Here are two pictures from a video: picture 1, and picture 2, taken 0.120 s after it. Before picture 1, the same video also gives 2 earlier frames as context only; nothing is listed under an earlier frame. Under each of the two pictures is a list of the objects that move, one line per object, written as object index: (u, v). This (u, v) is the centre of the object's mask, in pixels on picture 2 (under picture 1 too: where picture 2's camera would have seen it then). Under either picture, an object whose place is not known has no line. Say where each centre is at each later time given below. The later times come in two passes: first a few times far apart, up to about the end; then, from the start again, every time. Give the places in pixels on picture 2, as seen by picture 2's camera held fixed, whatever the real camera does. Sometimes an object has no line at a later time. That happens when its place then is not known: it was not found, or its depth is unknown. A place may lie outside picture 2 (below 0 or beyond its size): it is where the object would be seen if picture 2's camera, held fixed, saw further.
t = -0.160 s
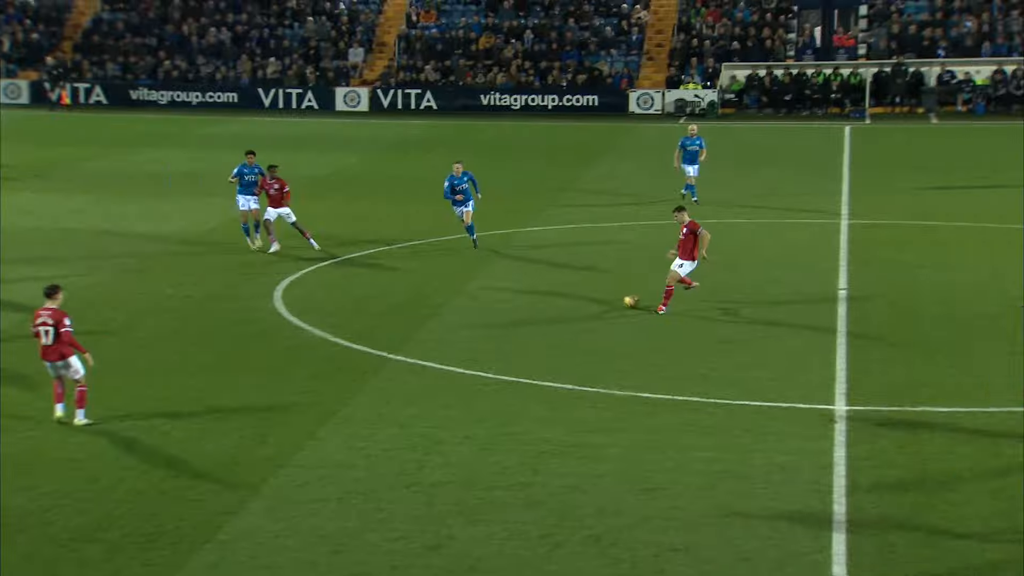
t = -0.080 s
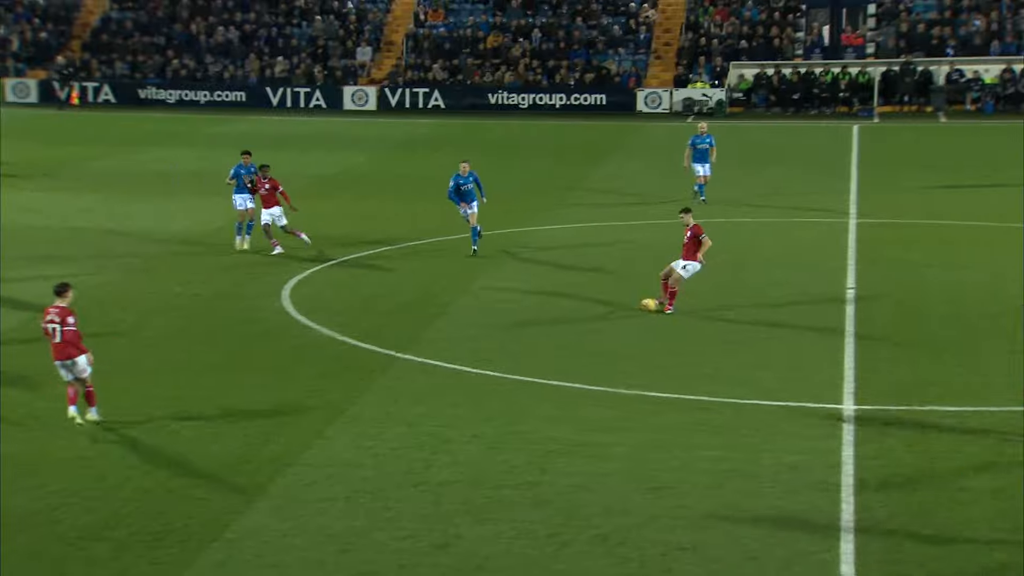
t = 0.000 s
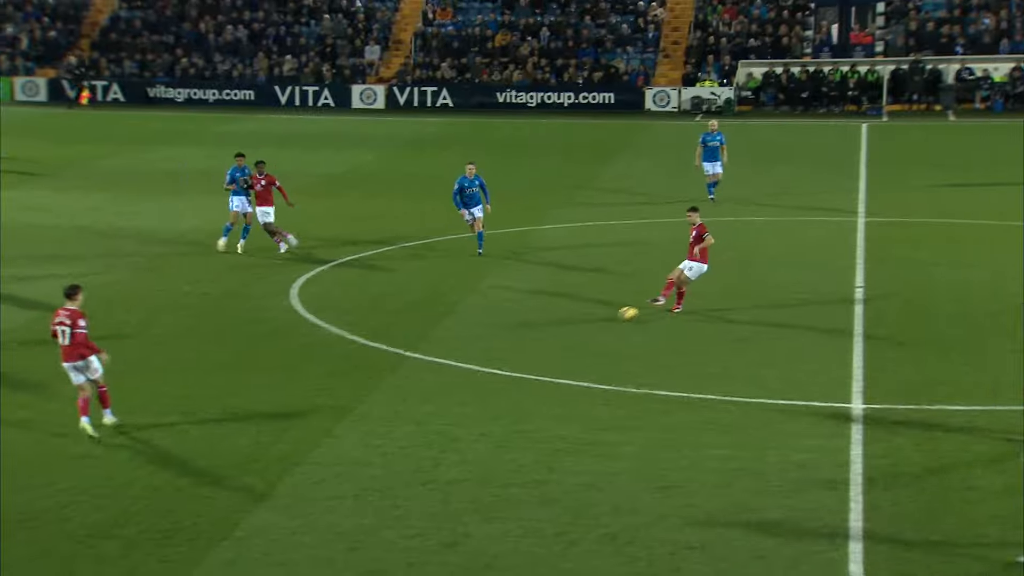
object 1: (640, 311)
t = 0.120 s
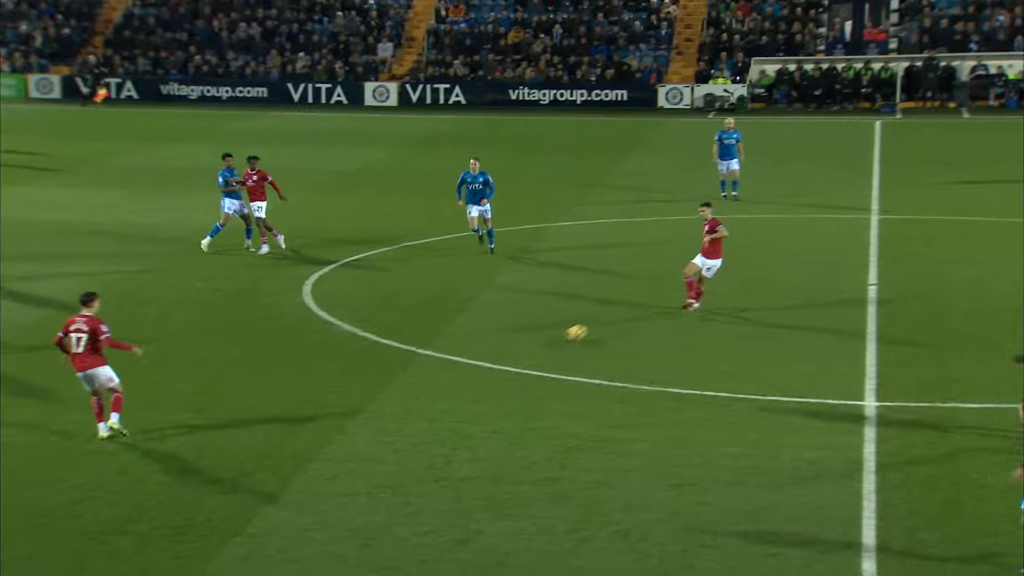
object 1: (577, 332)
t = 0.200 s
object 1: (533, 348)
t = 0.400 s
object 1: (420, 391)
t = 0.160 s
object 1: (554, 343)
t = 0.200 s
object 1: (533, 348)
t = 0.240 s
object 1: (512, 353)
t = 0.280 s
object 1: (489, 359)
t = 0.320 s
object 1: (467, 367)
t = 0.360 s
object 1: (444, 378)
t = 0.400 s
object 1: (420, 391)
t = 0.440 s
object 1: (396, 399)
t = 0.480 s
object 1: (374, 403)
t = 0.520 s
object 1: (350, 409)
